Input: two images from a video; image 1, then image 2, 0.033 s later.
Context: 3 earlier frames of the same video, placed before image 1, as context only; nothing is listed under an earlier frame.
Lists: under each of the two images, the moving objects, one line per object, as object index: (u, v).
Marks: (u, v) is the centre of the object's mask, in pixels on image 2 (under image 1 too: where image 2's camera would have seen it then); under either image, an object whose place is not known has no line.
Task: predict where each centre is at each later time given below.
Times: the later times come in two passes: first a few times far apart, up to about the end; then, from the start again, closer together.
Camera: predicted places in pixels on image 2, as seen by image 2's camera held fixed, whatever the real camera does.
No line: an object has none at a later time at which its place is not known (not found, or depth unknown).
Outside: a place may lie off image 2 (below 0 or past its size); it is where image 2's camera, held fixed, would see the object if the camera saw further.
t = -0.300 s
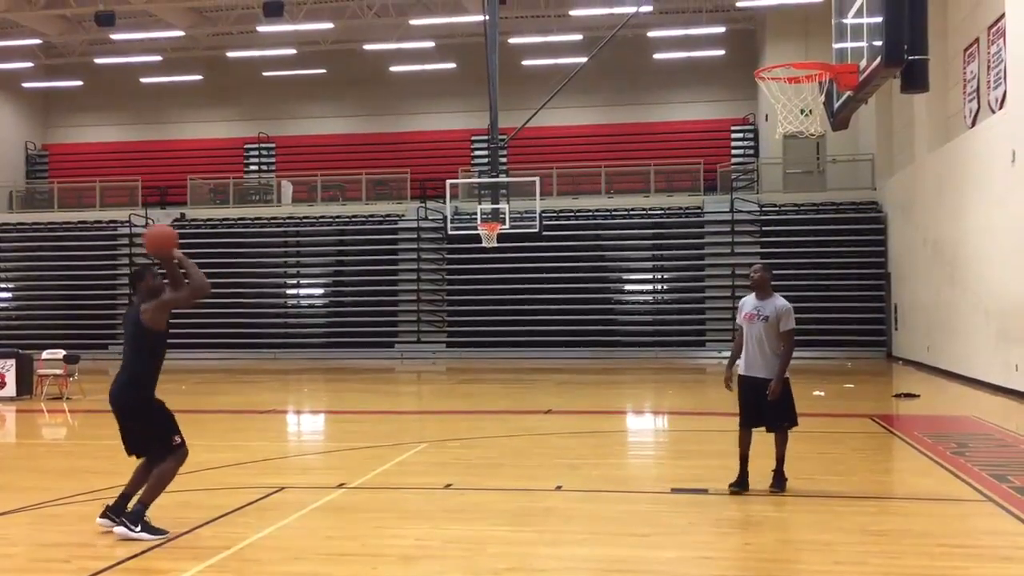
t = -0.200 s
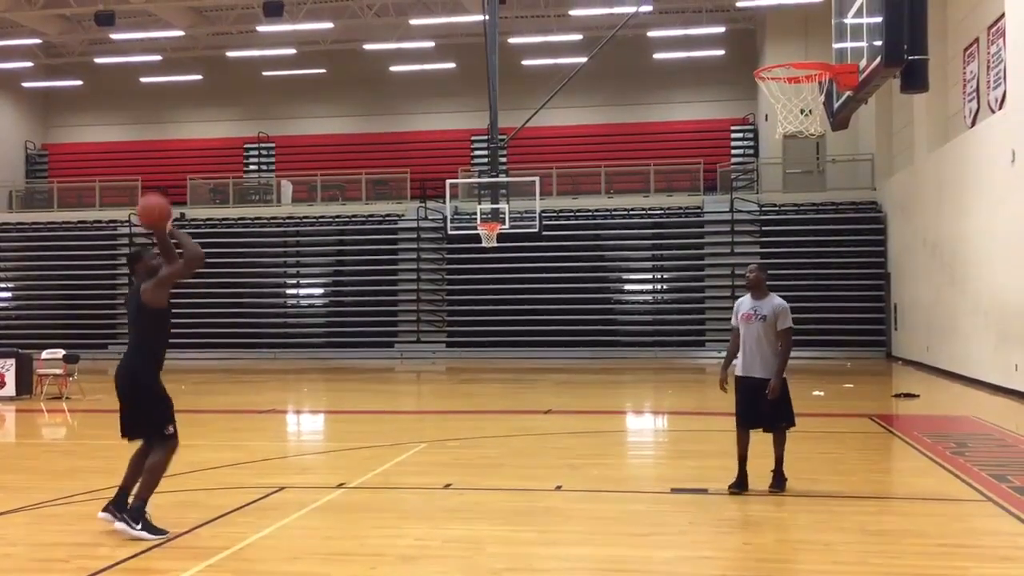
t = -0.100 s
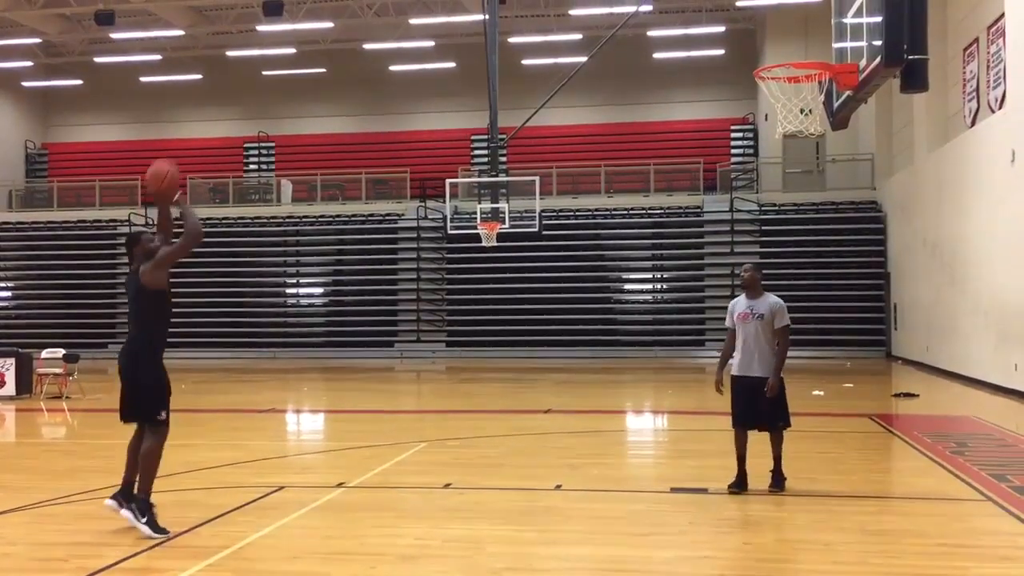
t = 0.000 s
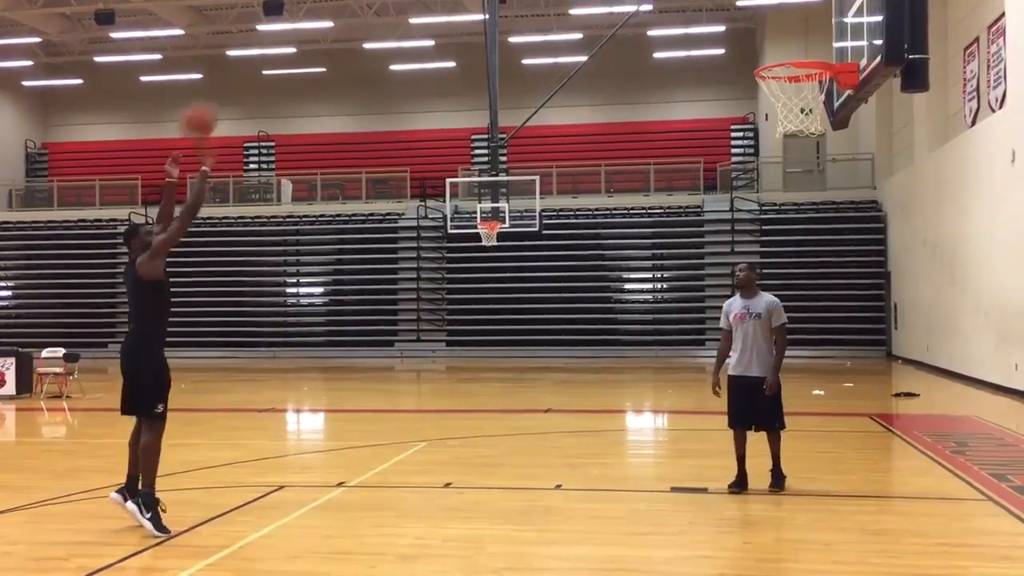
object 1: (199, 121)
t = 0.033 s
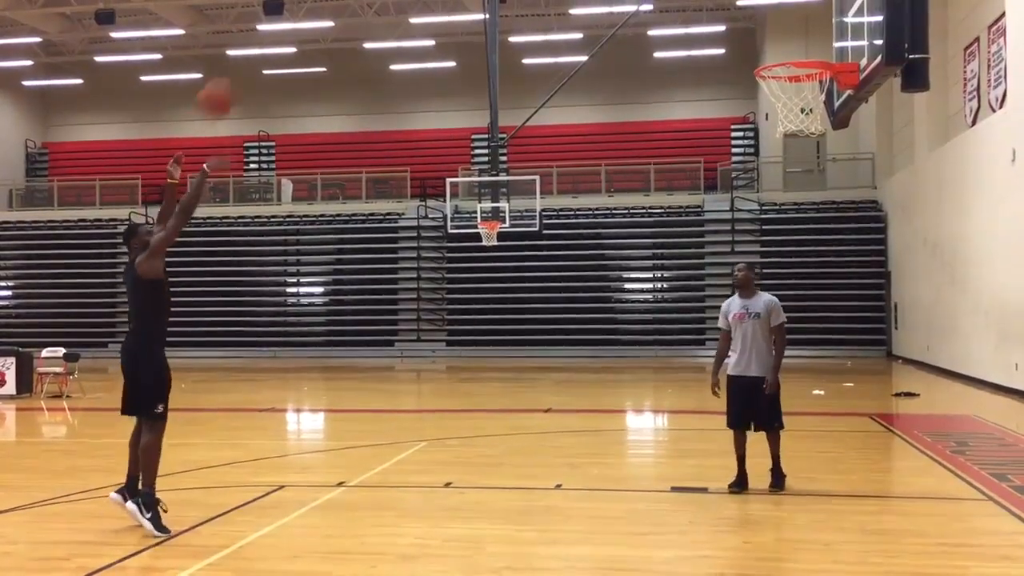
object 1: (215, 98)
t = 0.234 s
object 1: (331, 5)
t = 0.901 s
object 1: (741, 26)
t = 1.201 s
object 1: (876, 180)
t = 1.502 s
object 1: (973, 420)
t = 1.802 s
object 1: (984, 399)
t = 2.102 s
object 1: (950, 306)
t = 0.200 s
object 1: (309, 9)
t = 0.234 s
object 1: (331, 5)
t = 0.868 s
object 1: (717, 11)
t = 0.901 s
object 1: (741, 26)
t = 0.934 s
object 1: (758, 43)
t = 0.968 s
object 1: (782, 65)
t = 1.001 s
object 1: (804, 90)
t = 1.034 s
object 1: (825, 109)
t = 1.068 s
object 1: (834, 120)
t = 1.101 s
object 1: (844, 133)
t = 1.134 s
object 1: (855, 147)
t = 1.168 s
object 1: (866, 164)
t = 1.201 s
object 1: (876, 180)
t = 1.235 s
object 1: (885, 199)
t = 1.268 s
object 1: (896, 221)
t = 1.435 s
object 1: (948, 352)
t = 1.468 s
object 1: (961, 389)
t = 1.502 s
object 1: (973, 420)
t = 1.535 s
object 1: (986, 457)
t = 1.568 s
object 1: (996, 493)
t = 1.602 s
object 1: (1004, 531)
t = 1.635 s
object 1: (1003, 509)
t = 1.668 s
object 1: (999, 483)
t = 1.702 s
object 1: (996, 459)
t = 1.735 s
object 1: (991, 437)
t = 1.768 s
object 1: (987, 417)
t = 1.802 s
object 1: (984, 399)
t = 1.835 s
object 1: (979, 380)
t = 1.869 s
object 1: (975, 366)
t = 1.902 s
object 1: (972, 351)
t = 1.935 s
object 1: (968, 340)
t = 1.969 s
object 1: (964, 330)
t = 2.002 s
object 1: (961, 321)
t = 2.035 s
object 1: (957, 315)
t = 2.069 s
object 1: (954, 310)
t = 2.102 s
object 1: (950, 306)
